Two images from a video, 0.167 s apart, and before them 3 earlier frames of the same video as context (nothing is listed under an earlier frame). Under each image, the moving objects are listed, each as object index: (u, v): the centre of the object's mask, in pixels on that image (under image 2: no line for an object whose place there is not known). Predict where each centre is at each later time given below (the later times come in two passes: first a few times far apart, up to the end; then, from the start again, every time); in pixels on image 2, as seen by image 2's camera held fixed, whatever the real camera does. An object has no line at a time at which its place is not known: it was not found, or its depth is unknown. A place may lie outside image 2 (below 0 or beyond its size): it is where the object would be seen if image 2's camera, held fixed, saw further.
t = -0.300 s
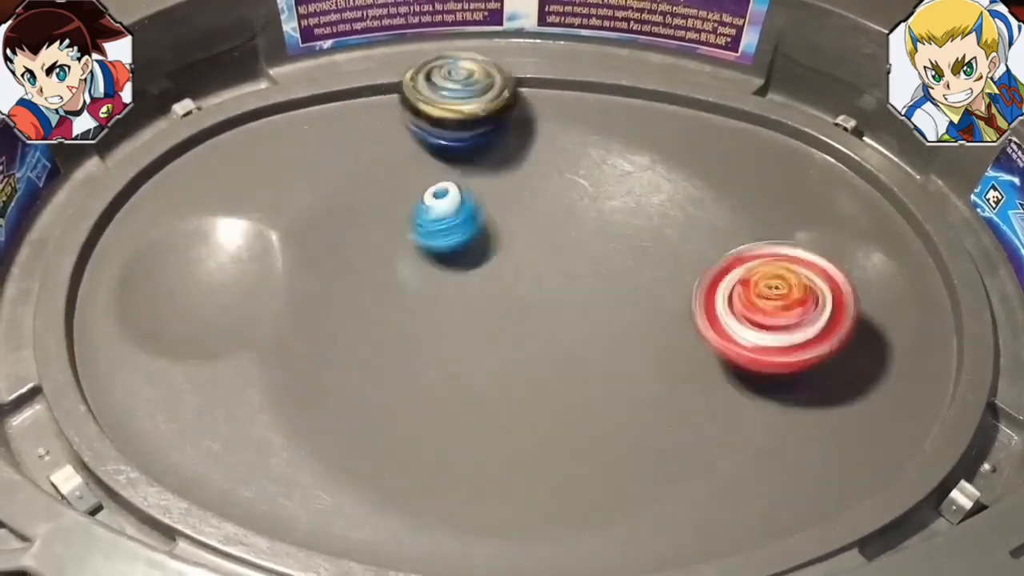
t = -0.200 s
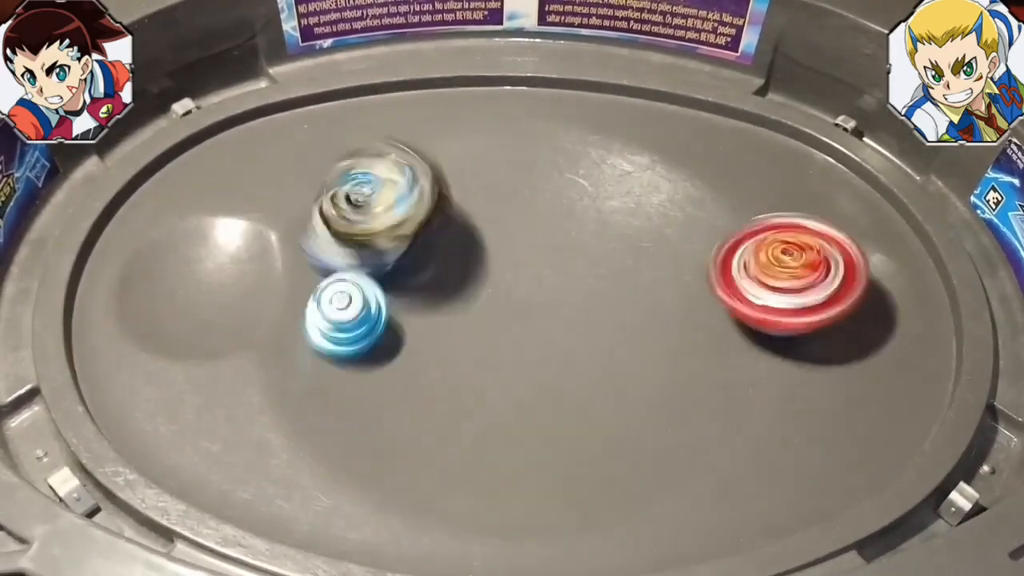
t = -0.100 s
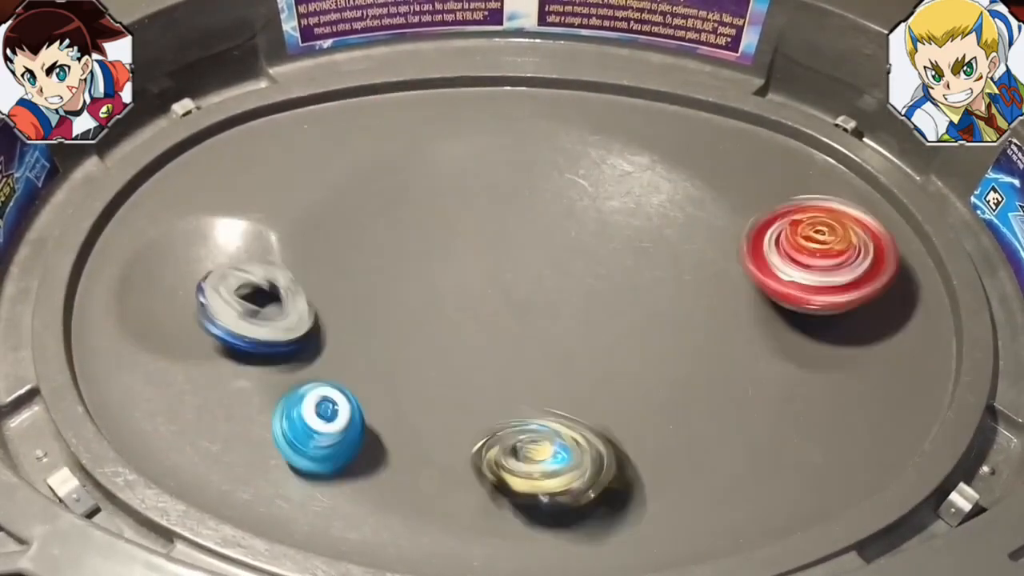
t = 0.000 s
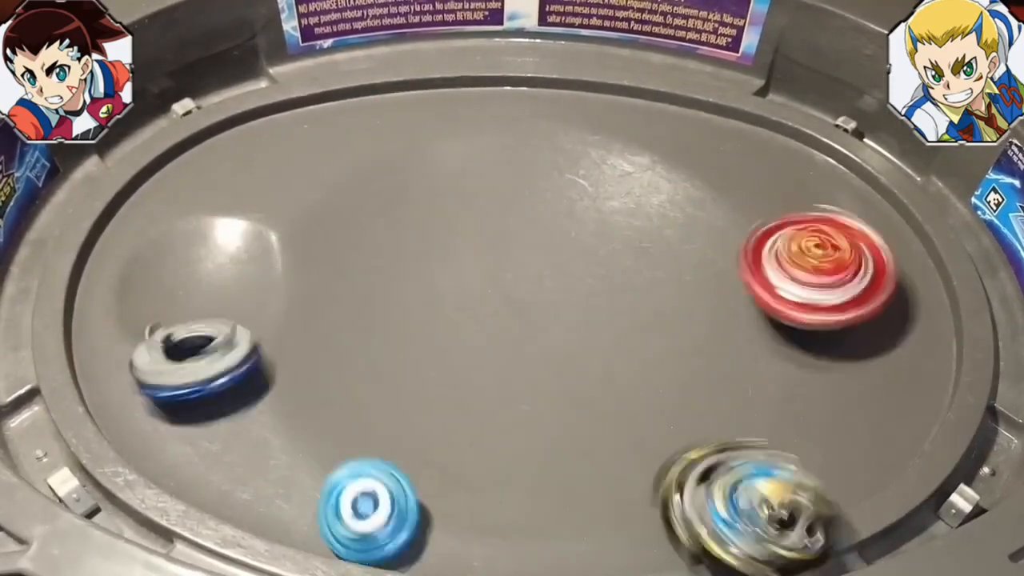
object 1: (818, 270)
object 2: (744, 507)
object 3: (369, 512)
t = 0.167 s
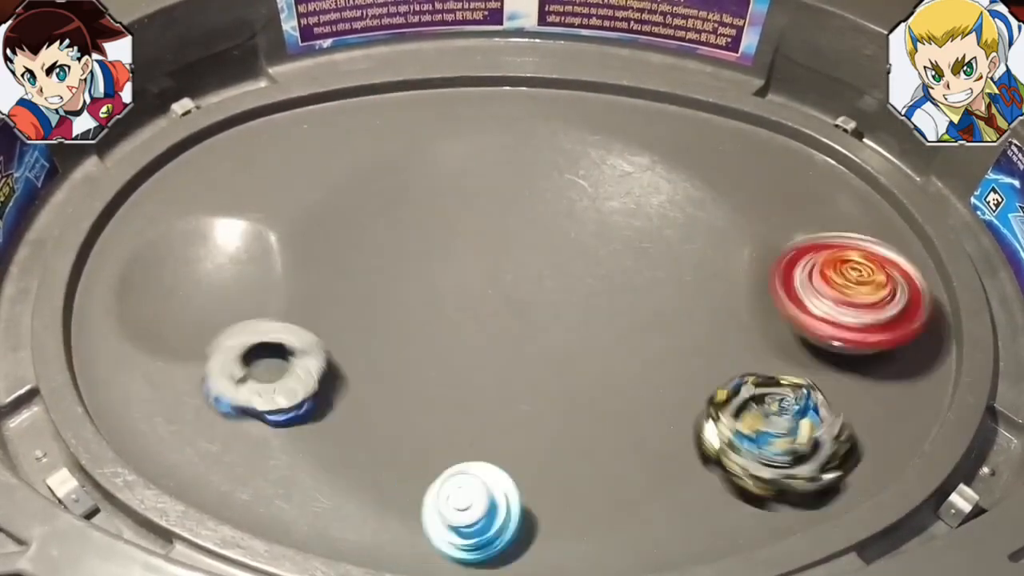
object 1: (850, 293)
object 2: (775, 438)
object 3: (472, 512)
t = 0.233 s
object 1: (862, 261)
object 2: (721, 426)
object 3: (524, 492)
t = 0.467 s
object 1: (664, 265)
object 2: (629, 371)
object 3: (515, 350)
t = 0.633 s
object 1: (533, 296)
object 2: (526, 416)
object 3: (419, 255)
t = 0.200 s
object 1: (863, 280)
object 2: (747, 430)
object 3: (497, 504)
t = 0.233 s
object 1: (862, 261)
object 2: (721, 426)
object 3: (524, 492)
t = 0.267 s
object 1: (849, 242)
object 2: (691, 421)
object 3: (551, 472)
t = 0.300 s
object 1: (827, 228)
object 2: (666, 411)
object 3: (567, 448)
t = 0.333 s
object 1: (801, 222)
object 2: (651, 391)
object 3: (559, 430)
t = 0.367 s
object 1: (772, 226)
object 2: (635, 371)
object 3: (544, 410)
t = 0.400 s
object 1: (743, 238)
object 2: (636, 363)
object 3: (531, 387)
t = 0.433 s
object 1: (706, 253)
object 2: (636, 362)
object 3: (523, 368)
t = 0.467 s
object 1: (664, 265)
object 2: (629, 371)
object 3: (515, 350)
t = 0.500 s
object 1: (621, 269)
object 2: (609, 392)
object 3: (509, 331)
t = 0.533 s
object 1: (595, 281)
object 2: (586, 407)
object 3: (502, 316)
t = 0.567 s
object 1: (574, 290)
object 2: (563, 415)
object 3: (471, 296)
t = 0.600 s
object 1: (553, 294)
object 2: (542, 418)
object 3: (441, 275)
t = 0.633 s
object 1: (533, 296)
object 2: (526, 416)
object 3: (419, 255)
